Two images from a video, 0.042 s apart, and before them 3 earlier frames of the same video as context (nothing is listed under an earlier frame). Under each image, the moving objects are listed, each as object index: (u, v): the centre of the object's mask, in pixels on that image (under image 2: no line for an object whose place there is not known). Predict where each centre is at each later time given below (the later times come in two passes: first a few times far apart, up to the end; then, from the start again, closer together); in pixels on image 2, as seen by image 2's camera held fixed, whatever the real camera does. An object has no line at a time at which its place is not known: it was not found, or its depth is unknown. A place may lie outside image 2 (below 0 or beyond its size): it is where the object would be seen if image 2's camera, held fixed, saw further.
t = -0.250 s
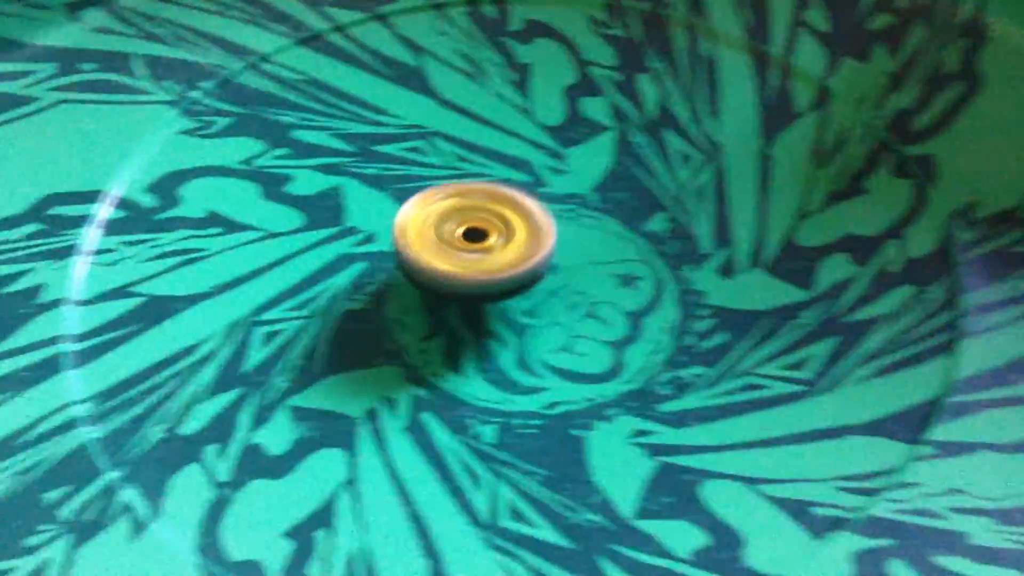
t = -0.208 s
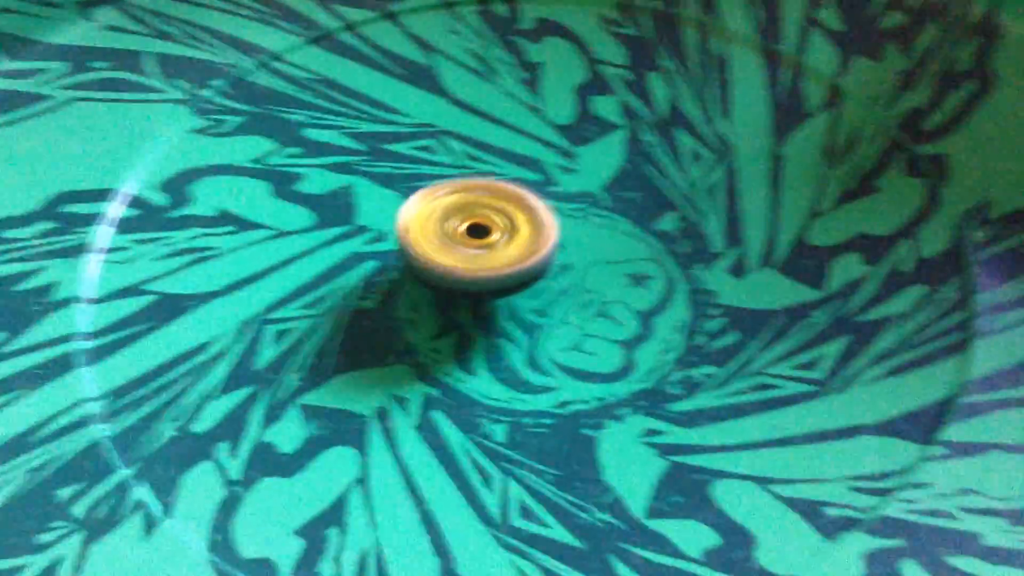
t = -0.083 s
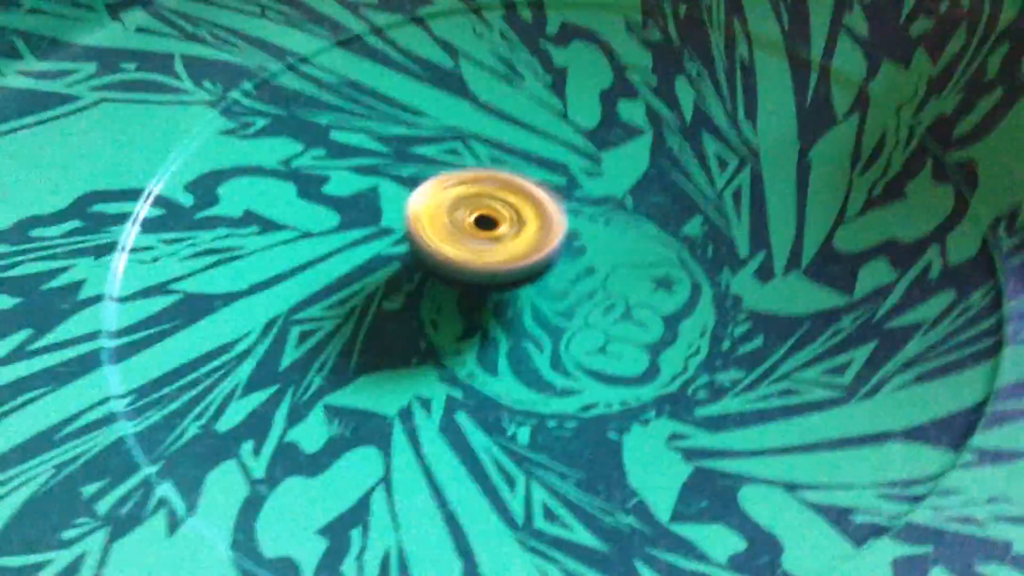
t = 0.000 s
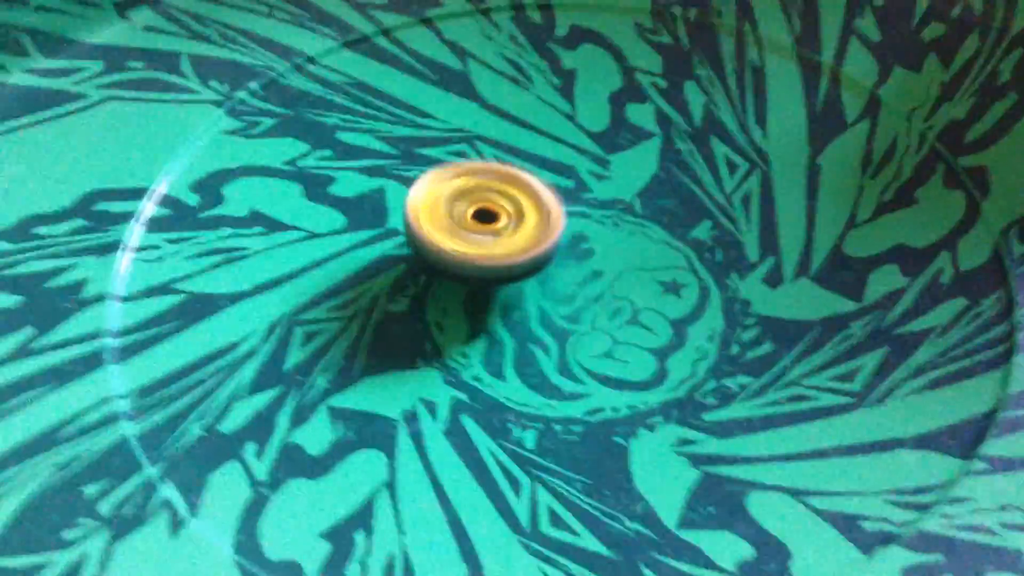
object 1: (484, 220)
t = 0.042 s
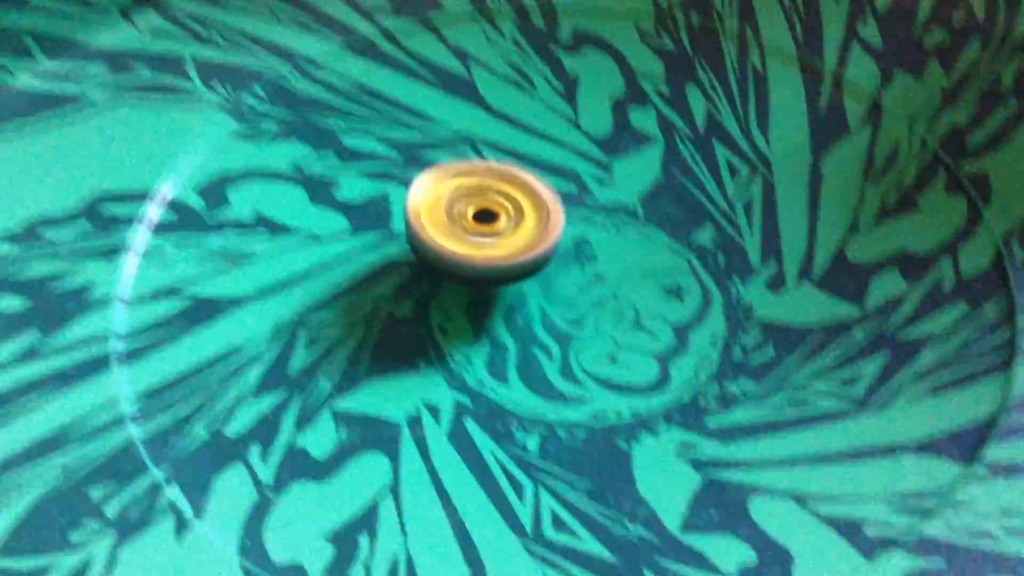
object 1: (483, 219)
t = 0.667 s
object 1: (533, 189)
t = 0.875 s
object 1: (556, 211)
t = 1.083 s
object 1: (564, 239)
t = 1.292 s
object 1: (551, 261)
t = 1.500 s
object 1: (522, 273)
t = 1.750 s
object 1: (486, 264)
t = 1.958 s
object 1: (479, 244)
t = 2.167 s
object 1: (495, 218)
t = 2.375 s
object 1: (526, 210)
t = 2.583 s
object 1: (561, 212)
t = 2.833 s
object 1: (592, 229)
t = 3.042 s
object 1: (593, 251)
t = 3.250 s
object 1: (571, 265)
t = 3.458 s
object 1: (538, 265)
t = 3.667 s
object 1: (512, 249)
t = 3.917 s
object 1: (505, 221)
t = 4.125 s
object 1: (519, 199)
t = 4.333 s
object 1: (545, 194)
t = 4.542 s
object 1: (569, 204)
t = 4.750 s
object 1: (580, 225)
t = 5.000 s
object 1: (563, 251)
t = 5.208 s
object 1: (532, 262)
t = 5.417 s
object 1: (503, 255)
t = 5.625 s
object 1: (488, 237)
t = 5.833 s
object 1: (496, 217)
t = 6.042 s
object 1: (519, 207)
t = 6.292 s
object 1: (556, 211)
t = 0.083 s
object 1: (481, 215)
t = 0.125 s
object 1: (480, 210)
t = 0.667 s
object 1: (533, 189)
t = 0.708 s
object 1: (539, 194)
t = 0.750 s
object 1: (543, 197)
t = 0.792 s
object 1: (548, 203)
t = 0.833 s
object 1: (553, 207)
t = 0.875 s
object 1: (556, 211)
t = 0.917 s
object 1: (559, 216)
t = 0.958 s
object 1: (560, 222)
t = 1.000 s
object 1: (562, 228)
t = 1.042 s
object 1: (564, 234)
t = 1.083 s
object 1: (564, 239)
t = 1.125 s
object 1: (563, 244)
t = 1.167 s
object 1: (562, 248)
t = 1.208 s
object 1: (559, 253)
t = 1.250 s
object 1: (556, 257)
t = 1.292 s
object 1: (551, 261)
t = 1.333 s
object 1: (546, 265)
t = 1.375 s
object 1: (539, 270)
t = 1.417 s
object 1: (534, 272)
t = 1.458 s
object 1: (528, 274)
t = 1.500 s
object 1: (522, 273)
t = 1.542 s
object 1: (514, 274)
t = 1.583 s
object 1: (508, 274)
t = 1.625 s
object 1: (502, 273)
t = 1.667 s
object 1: (496, 271)
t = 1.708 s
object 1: (491, 269)
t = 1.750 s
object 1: (486, 264)
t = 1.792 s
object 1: (484, 259)
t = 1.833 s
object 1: (481, 258)
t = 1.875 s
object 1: (480, 254)
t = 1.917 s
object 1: (480, 249)
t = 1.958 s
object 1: (479, 244)
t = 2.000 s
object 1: (480, 240)
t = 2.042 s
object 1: (483, 235)
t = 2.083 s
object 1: (487, 231)
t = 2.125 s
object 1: (492, 224)
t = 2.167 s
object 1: (495, 218)
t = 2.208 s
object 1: (500, 214)
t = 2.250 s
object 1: (505, 212)
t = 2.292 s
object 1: (512, 213)
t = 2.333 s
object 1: (519, 211)
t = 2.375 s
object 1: (526, 210)
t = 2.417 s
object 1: (533, 209)
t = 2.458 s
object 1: (540, 209)
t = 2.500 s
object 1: (547, 209)
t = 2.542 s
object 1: (554, 210)
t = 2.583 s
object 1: (561, 212)
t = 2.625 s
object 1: (568, 214)
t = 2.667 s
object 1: (574, 216)
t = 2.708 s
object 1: (579, 220)
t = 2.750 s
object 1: (583, 221)
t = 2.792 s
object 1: (588, 225)
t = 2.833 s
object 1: (592, 229)
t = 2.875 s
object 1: (594, 234)
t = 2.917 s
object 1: (596, 239)
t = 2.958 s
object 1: (596, 243)
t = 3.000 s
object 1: (595, 247)
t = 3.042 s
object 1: (593, 251)
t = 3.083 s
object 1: (591, 255)
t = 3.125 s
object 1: (588, 257)
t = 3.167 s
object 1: (583, 261)
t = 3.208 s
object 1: (577, 264)
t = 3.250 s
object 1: (571, 265)
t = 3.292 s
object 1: (565, 266)
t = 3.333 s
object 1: (559, 268)
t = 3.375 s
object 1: (551, 267)
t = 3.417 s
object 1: (545, 266)
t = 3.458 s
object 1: (538, 265)
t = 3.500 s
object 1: (532, 263)
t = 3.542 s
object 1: (525, 261)
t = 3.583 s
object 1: (520, 257)
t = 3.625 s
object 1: (516, 254)
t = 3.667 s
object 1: (512, 249)
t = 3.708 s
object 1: (508, 244)
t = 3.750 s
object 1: (506, 240)
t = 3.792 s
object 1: (506, 235)
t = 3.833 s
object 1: (504, 230)
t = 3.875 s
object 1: (504, 225)
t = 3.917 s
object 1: (505, 221)
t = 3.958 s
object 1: (506, 216)
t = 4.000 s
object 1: (508, 211)
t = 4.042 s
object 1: (511, 207)
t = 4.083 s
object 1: (514, 204)
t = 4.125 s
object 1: (519, 199)
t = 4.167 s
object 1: (524, 197)
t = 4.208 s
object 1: (529, 195)
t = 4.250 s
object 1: (534, 194)
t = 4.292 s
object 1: (539, 193)
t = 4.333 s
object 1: (545, 194)
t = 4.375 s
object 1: (551, 194)
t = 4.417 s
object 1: (556, 196)
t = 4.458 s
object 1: (561, 197)
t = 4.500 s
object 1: (565, 201)
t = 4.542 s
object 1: (569, 204)
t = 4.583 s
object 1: (573, 207)
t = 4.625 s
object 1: (576, 211)
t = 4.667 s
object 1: (577, 216)
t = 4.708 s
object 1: (579, 220)
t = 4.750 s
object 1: (580, 225)
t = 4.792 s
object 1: (578, 229)
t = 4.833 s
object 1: (577, 234)
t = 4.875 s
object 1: (576, 238)
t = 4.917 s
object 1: (572, 243)
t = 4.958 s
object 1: (568, 247)
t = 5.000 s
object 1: (563, 251)
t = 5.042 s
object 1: (558, 254)
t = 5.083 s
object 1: (551, 256)
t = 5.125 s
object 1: (545, 258)
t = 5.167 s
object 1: (539, 260)
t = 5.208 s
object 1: (532, 262)
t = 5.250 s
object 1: (525, 262)
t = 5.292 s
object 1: (519, 261)
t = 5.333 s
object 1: (514, 259)
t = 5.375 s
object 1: (508, 257)
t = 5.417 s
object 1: (503, 255)
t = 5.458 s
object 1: (498, 252)
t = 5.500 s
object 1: (495, 249)
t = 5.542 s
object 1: (492, 245)
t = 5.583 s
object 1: (489, 241)
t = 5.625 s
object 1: (488, 237)
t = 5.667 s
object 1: (488, 232)
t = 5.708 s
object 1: (489, 229)
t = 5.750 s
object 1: (490, 226)
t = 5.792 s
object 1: (492, 222)
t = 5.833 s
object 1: (496, 217)
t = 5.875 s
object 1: (498, 213)
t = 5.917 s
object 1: (503, 213)
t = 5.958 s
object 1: (507, 210)
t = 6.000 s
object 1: (513, 207)
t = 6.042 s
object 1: (519, 207)
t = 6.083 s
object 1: (525, 207)
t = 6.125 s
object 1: (532, 205)
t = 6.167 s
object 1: (537, 206)
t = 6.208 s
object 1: (544, 208)
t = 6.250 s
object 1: (550, 209)
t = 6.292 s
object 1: (556, 211)
